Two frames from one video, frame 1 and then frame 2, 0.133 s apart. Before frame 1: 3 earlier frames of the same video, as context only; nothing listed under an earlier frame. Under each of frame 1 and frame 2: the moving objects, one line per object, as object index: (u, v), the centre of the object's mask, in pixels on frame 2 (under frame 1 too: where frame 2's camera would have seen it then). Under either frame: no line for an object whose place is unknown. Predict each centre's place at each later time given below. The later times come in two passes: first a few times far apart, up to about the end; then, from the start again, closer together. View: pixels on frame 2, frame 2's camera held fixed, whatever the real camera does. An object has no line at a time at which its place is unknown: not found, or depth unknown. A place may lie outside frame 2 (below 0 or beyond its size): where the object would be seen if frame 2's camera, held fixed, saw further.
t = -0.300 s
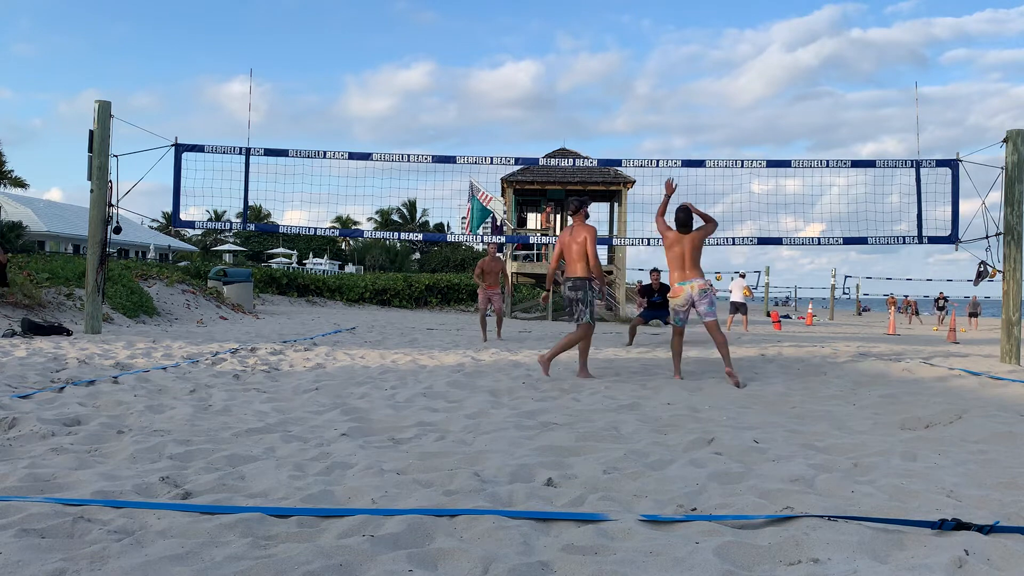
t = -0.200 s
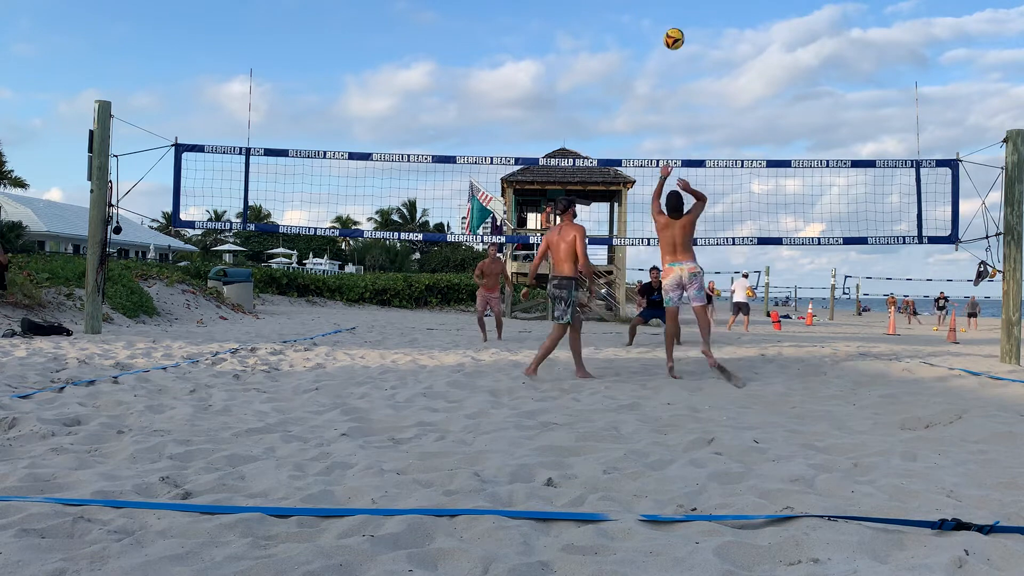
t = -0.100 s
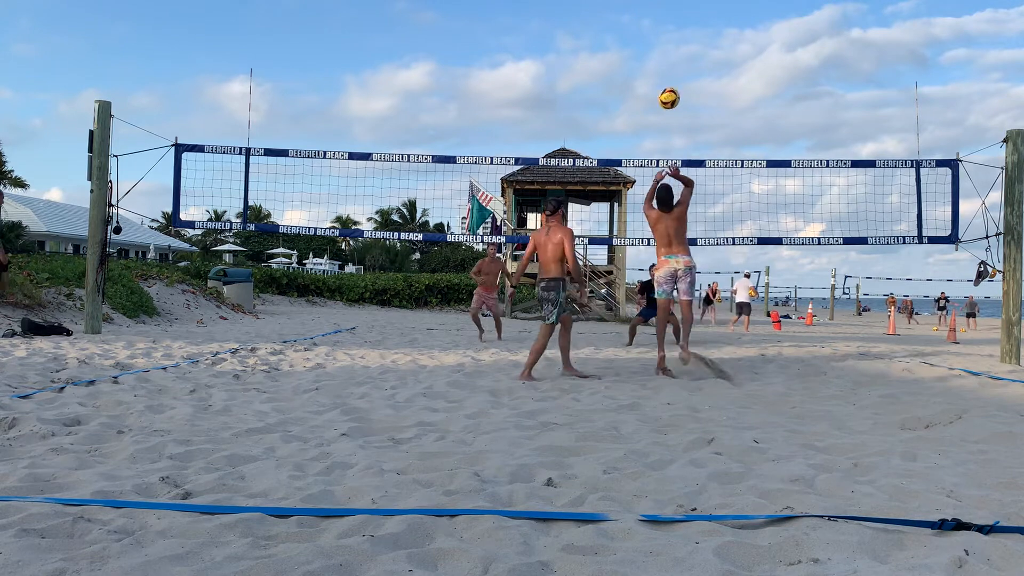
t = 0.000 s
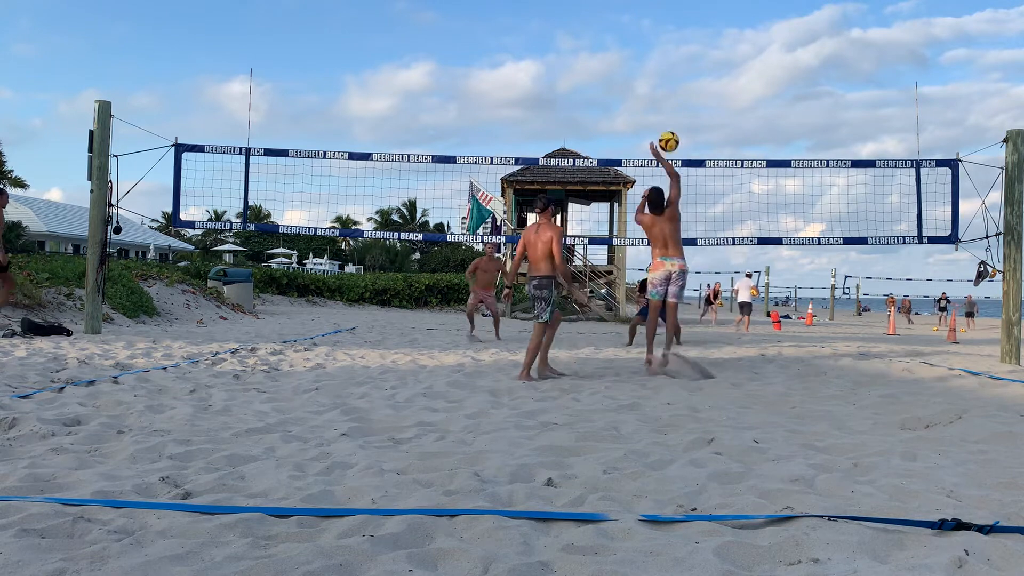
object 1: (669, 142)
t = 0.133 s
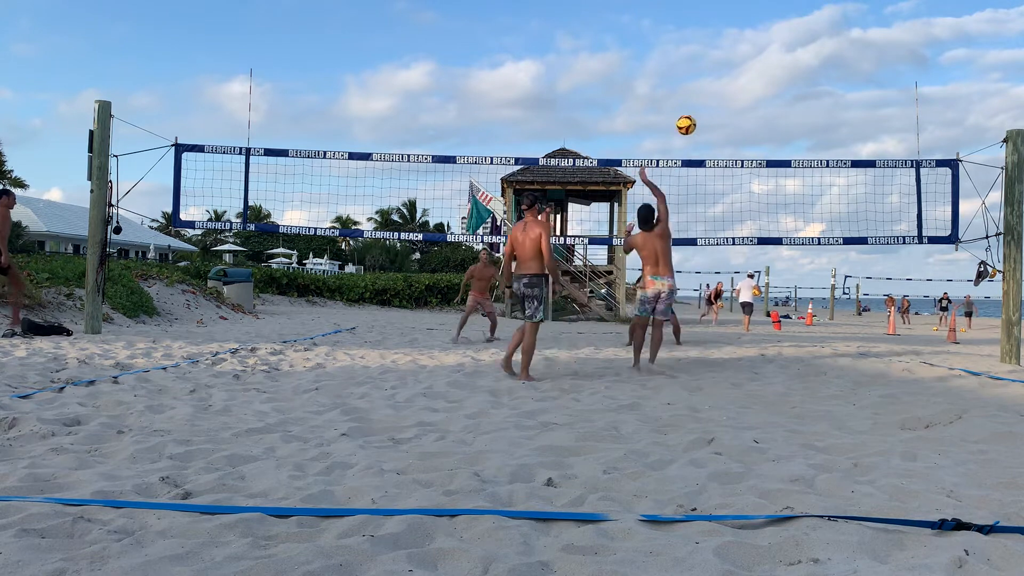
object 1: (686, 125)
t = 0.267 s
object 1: (701, 126)
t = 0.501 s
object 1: (723, 157)
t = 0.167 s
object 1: (694, 123)
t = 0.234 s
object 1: (697, 124)
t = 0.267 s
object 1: (701, 126)
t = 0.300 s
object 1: (705, 128)
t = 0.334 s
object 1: (708, 132)
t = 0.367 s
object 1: (711, 137)
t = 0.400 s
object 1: (714, 142)
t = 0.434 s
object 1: (717, 148)
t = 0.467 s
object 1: (720, 154)
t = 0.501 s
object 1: (723, 157)
